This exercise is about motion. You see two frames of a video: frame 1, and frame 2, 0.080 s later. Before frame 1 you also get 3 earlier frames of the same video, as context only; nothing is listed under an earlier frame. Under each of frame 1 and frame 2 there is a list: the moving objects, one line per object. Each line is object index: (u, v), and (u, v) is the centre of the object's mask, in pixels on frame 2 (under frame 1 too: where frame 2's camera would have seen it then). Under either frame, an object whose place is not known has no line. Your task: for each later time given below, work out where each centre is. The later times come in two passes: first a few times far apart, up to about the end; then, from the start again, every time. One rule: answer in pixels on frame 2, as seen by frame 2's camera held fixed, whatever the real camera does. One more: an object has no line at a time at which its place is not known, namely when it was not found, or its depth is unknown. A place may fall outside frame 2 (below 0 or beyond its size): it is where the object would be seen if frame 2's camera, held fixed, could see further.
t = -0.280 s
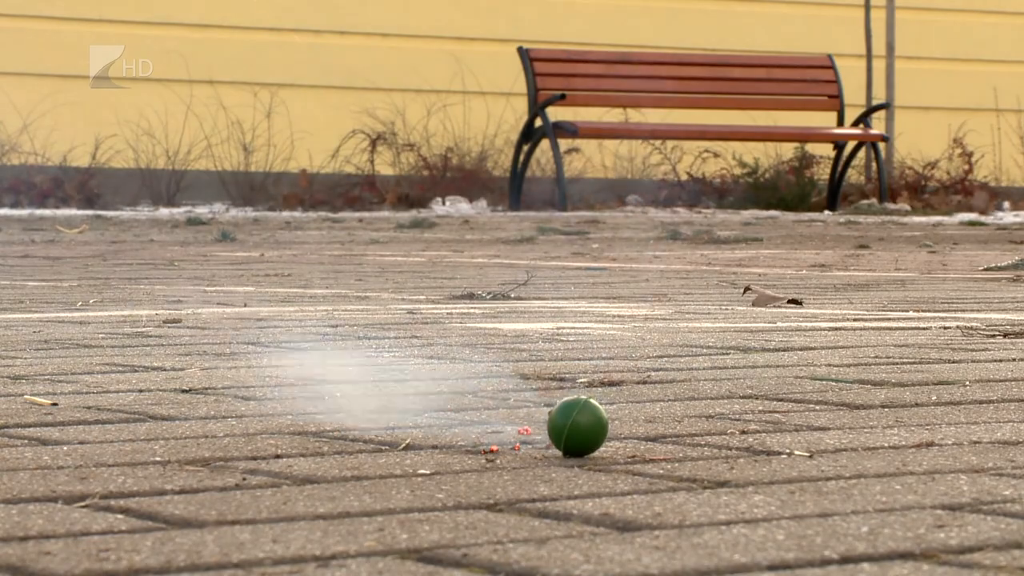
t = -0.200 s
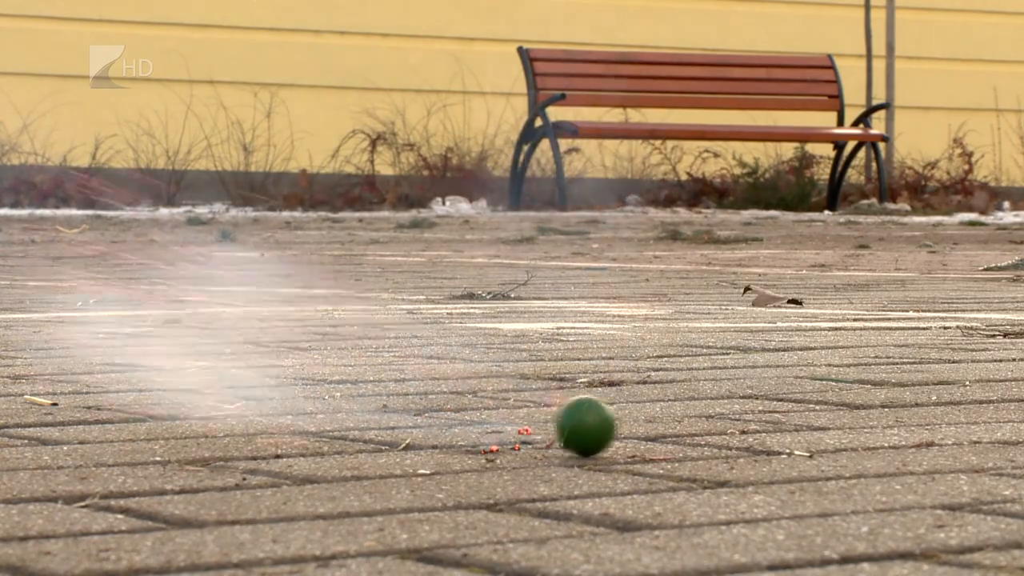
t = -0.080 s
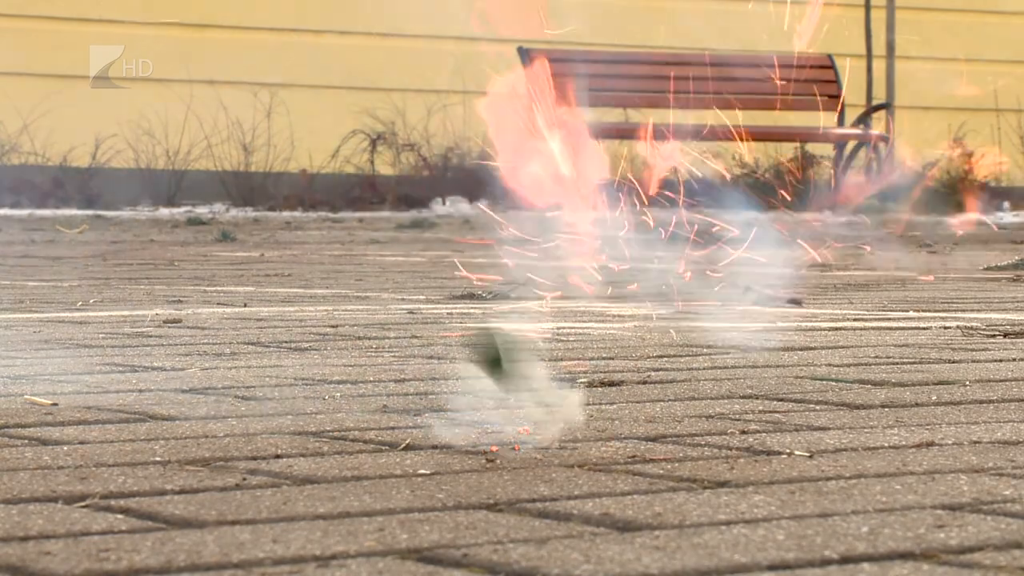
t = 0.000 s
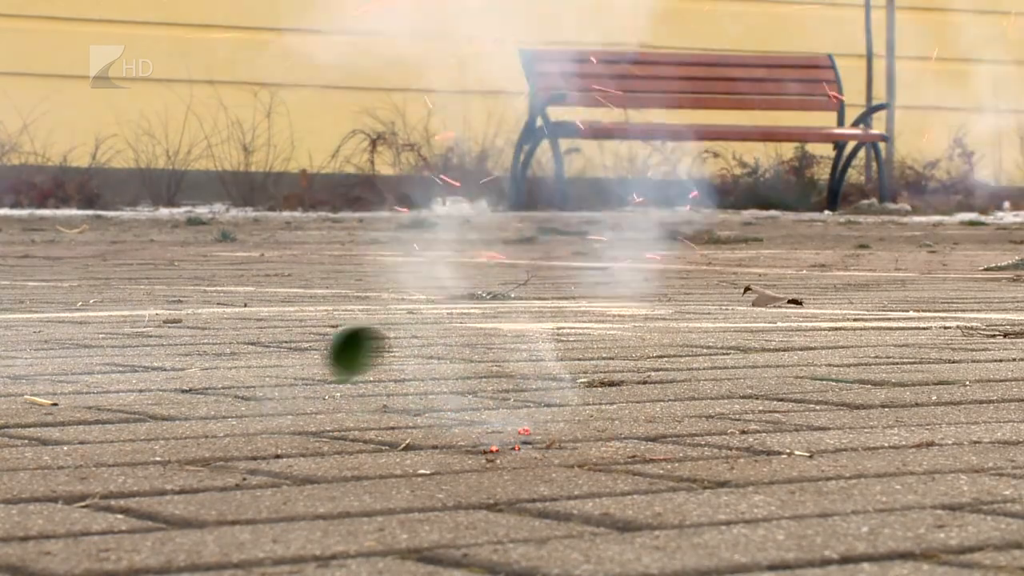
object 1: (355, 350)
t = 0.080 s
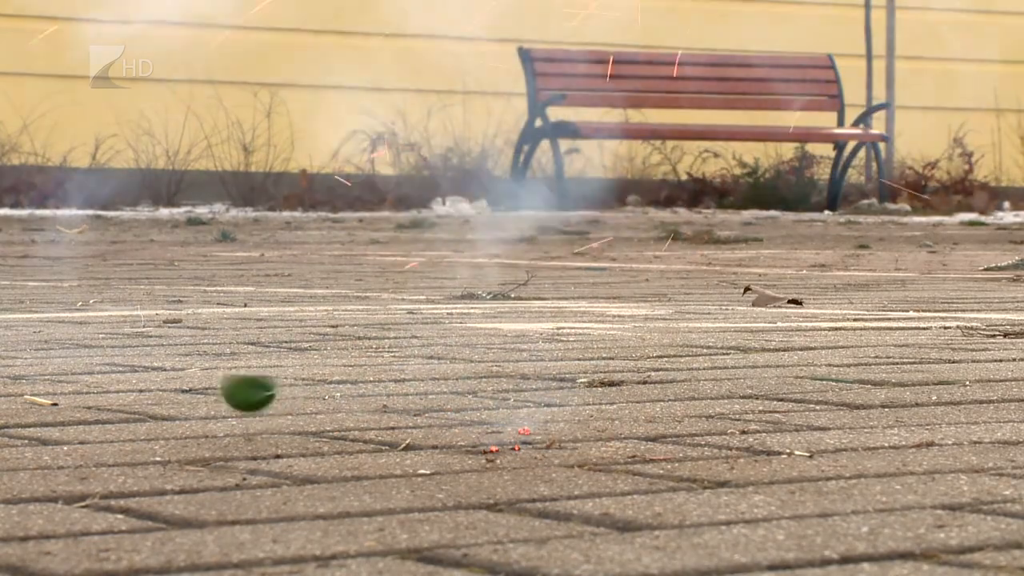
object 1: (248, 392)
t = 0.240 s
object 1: (271, 417)
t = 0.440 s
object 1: (327, 404)
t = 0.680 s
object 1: (301, 417)
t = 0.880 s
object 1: (301, 417)
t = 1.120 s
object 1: (301, 417)
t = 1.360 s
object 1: (301, 417)
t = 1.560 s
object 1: (301, 417)
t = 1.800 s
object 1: (301, 417)
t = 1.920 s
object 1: (301, 417)
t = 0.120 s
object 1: (226, 397)
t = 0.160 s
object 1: (233, 396)
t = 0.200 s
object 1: (250, 406)
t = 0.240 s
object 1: (271, 417)
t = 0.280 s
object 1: (290, 407)
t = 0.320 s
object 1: (303, 407)
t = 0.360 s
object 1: (309, 410)
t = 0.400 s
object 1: (316, 412)
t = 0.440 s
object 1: (327, 404)
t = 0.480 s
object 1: (323, 403)
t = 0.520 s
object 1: (314, 409)
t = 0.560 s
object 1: (305, 415)
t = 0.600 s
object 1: (301, 417)
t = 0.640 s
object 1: (301, 417)
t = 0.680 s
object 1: (301, 417)
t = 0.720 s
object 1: (301, 417)
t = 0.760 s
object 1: (301, 417)
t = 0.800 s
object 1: (301, 417)
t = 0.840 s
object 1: (301, 417)
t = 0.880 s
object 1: (301, 417)
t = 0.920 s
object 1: (301, 417)
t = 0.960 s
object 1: (301, 417)
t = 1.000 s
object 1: (301, 417)
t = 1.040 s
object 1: (301, 417)
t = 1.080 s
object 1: (301, 417)
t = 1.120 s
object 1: (301, 417)
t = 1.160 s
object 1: (301, 417)
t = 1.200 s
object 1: (301, 417)
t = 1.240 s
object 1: (301, 417)
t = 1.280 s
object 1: (301, 417)
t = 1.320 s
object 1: (301, 417)
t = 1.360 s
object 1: (301, 417)
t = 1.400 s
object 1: (301, 417)
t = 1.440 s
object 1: (301, 417)
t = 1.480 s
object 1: (301, 417)
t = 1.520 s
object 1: (301, 417)
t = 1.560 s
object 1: (301, 417)
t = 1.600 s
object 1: (301, 417)
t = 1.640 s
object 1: (301, 417)
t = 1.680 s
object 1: (301, 417)
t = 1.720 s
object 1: (301, 417)
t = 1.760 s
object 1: (301, 417)
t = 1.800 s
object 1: (301, 417)
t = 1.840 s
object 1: (301, 417)
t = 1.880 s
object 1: (301, 417)
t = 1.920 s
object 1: (301, 417)
